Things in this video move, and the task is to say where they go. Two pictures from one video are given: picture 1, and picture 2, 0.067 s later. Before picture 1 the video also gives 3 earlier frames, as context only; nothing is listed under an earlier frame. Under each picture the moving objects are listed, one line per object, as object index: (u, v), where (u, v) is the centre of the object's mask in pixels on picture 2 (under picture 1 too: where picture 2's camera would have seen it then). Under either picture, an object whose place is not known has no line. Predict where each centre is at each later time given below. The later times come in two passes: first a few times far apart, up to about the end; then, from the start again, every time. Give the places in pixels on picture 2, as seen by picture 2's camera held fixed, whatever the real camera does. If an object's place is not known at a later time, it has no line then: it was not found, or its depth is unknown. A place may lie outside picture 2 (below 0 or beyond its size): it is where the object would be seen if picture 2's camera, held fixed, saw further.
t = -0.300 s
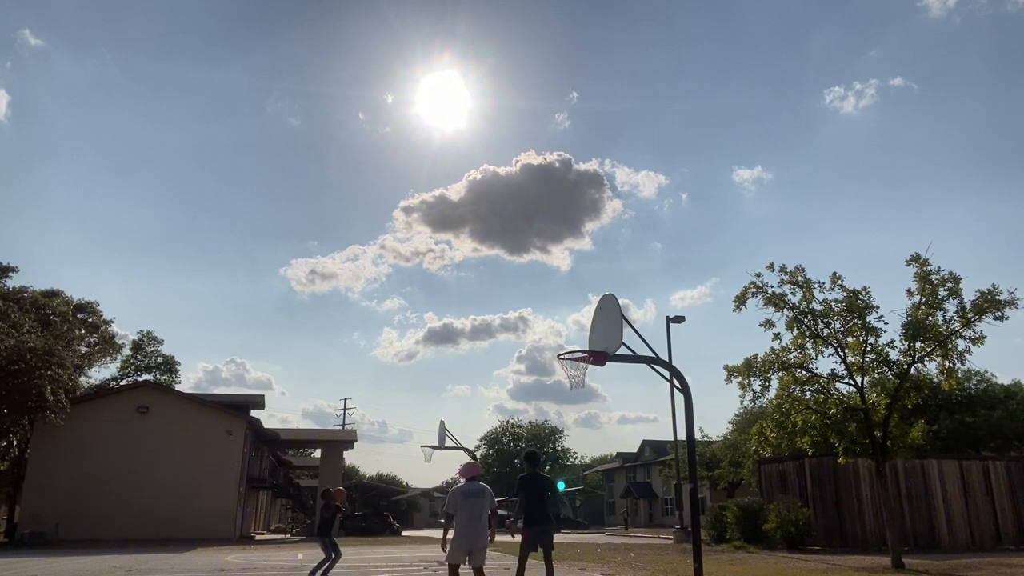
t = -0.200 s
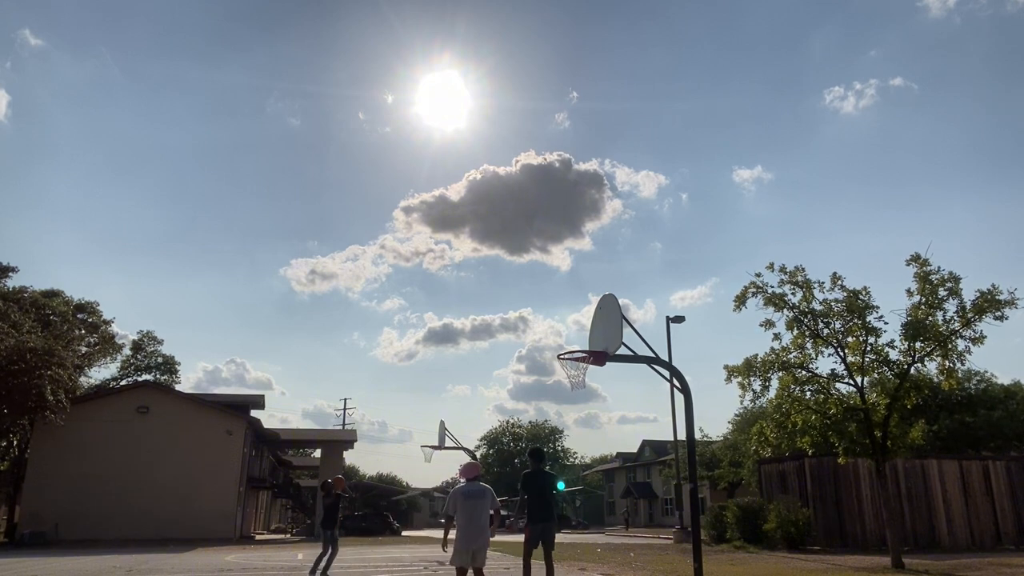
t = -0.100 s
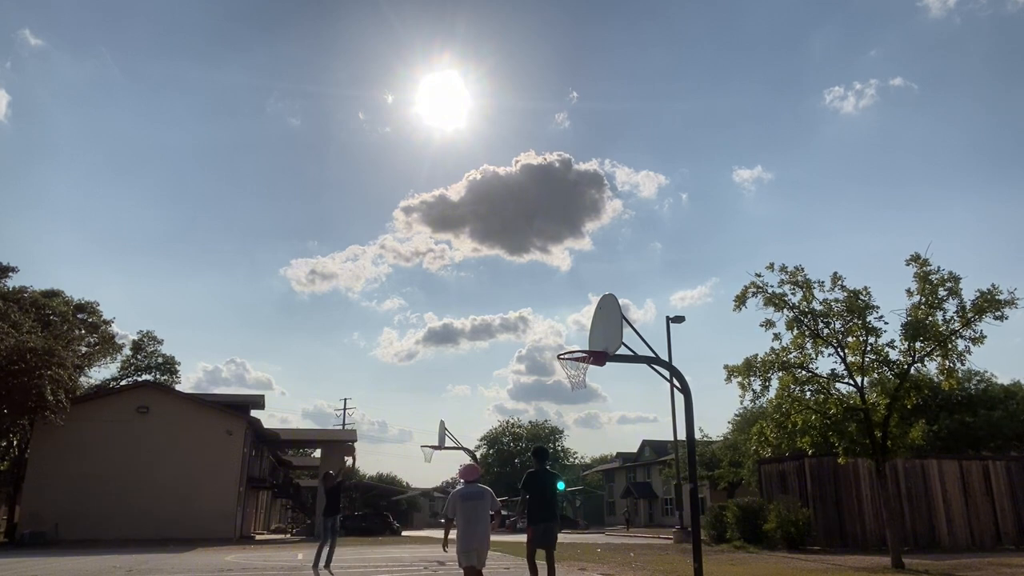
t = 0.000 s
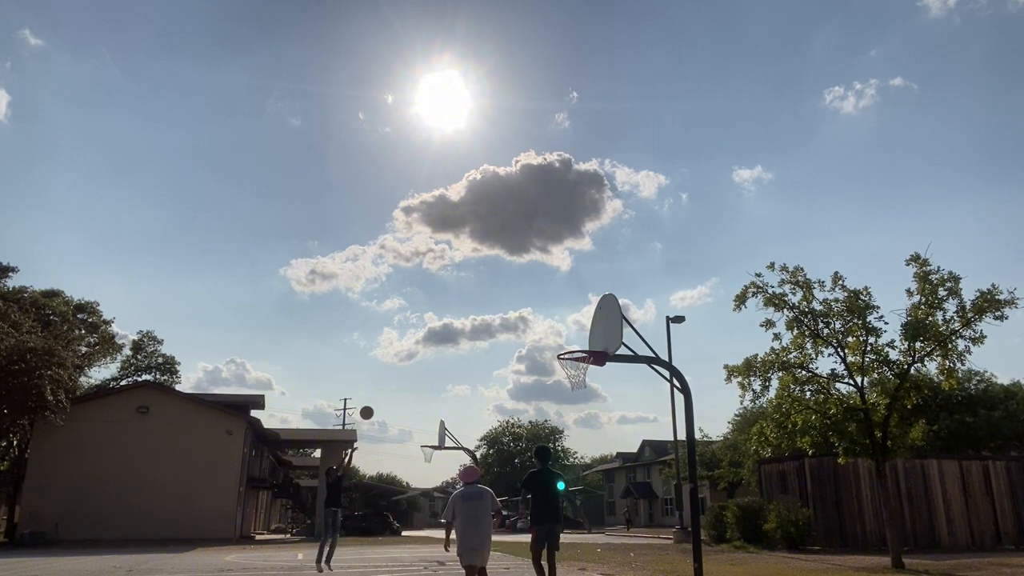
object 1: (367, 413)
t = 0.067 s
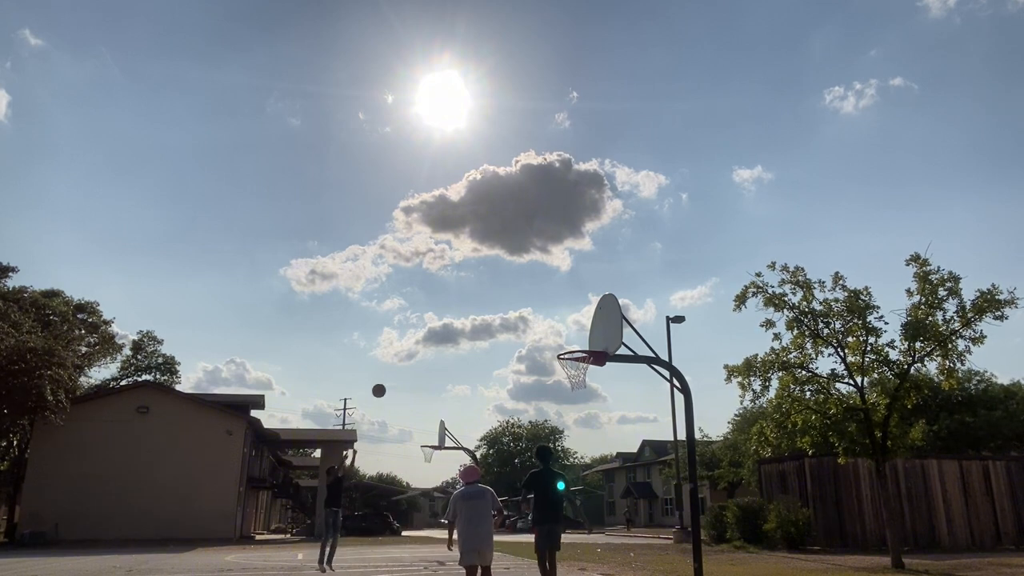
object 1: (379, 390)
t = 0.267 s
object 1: (416, 337)
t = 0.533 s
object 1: (465, 296)
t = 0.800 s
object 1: (515, 296)
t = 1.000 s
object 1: (556, 327)
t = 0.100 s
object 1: (385, 380)
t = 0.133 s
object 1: (391, 371)
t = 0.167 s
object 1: (397, 361)
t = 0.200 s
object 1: (403, 353)
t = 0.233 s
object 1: (409, 345)
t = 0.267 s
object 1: (416, 337)
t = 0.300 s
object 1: (422, 330)
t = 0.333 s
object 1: (428, 323)
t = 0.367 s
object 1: (434, 317)
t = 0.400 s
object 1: (440, 312)
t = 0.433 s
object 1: (447, 307)
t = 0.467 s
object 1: (453, 303)
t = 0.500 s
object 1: (459, 299)
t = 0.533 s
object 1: (465, 296)
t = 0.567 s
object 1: (471, 294)
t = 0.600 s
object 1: (477, 292)
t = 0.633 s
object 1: (483, 291)
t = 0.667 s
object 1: (489, 291)
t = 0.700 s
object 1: (496, 291)
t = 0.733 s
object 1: (502, 292)
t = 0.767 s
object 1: (508, 294)
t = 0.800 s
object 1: (515, 296)
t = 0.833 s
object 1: (521, 299)
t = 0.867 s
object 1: (528, 303)
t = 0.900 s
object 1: (535, 308)
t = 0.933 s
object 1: (541, 314)
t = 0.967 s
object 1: (549, 320)
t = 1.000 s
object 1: (556, 327)
